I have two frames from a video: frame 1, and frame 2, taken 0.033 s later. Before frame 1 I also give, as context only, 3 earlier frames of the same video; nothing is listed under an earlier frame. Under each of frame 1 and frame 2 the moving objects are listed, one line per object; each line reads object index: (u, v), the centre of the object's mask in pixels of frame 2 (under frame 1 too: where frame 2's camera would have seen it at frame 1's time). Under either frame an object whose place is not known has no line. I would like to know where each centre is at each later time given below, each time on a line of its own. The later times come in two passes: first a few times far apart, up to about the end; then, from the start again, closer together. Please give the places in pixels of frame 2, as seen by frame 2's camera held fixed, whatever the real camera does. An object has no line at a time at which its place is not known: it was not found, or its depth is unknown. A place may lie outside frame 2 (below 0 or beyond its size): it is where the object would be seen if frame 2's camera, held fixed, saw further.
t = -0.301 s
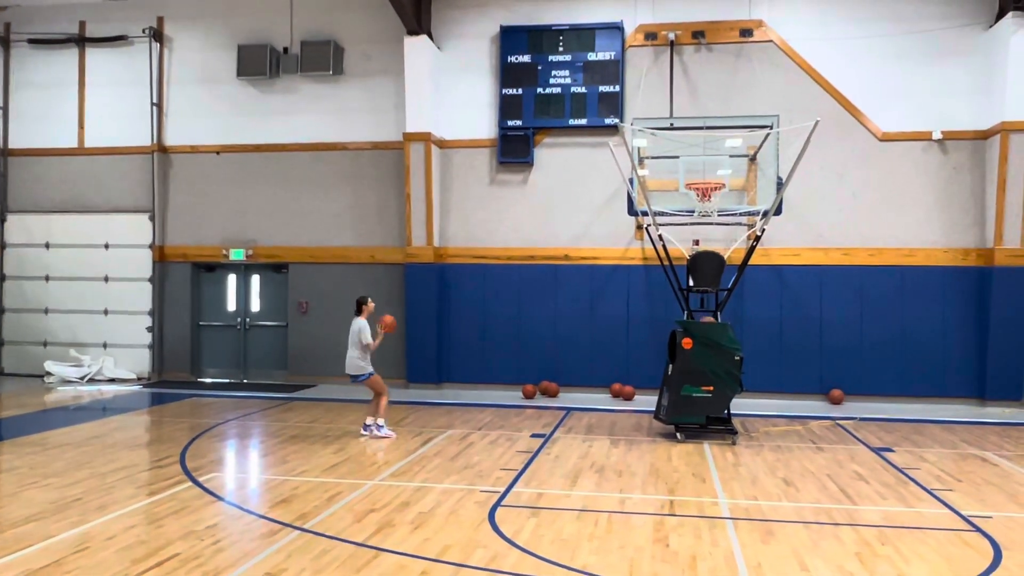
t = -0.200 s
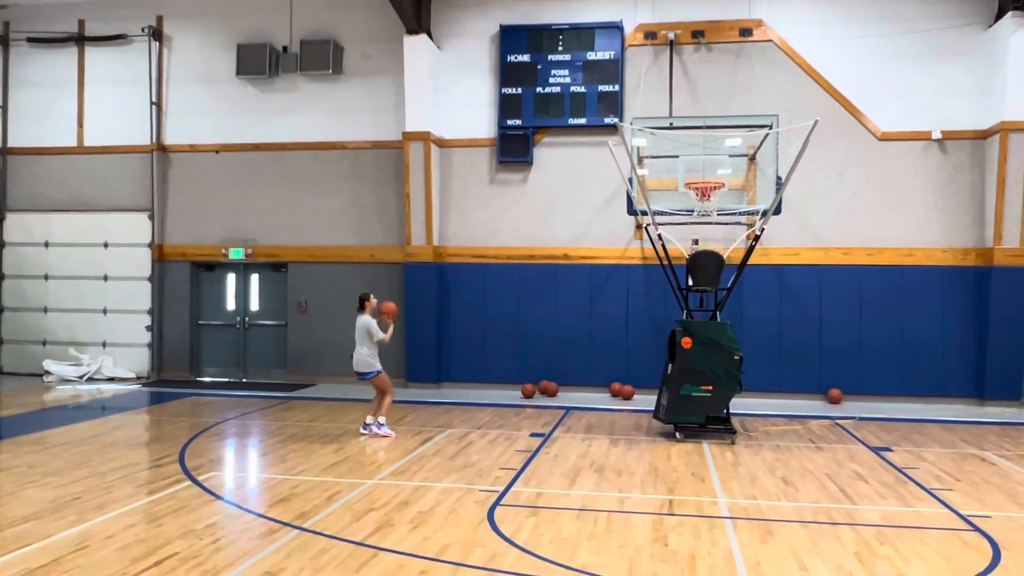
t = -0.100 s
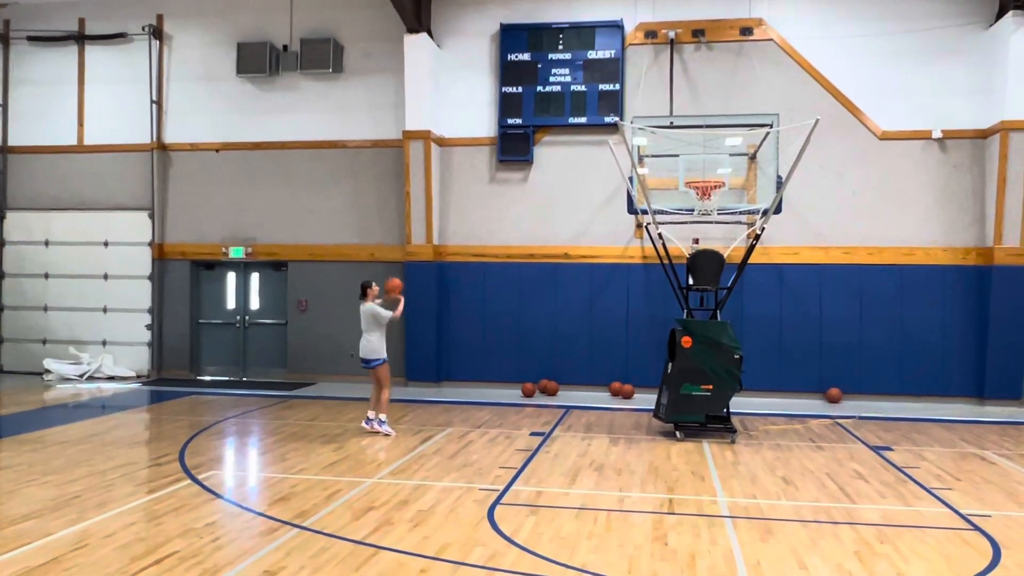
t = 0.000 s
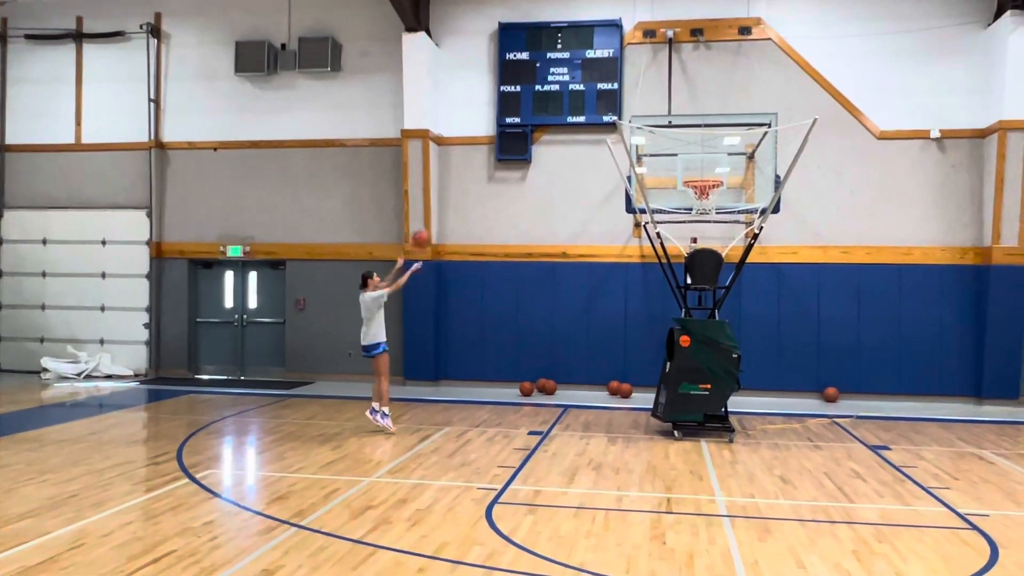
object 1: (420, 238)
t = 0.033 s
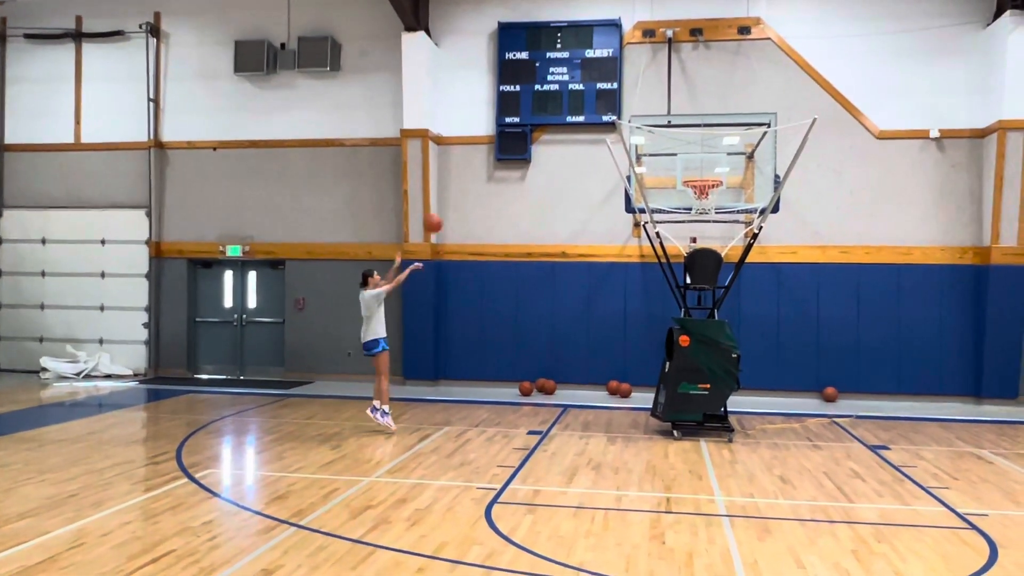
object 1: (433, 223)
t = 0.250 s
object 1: (509, 147)
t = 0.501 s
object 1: (592, 112)
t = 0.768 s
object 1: (675, 129)
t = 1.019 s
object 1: (752, 193)
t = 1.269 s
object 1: (742, 217)
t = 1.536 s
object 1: (682, 226)
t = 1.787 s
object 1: (675, 197)
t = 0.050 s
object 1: (439, 215)
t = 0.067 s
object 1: (444, 209)
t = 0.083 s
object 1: (450, 203)
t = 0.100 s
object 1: (456, 195)
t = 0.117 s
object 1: (462, 189)
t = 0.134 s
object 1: (468, 183)
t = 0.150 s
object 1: (474, 177)
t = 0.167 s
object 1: (480, 172)
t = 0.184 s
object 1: (485, 166)
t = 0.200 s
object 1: (491, 161)
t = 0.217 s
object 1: (496, 156)
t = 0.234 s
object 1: (503, 152)
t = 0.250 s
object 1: (509, 147)
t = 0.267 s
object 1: (514, 144)
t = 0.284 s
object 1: (520, 139)
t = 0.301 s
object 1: (526, 136)
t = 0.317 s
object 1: (530, 133)
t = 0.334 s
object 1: (536, 131)
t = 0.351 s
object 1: (543, 127)
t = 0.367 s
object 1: (548, 124)
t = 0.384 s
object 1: (553, 122)
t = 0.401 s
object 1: (559, 119)
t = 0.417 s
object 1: (564, 117)
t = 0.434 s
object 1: (570, 116)
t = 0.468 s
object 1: (581, 114)
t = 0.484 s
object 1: (586, 112)
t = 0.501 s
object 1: (592, 112)
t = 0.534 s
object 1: (602, 111)
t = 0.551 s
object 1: (608, 110)
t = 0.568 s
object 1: (613, 111)
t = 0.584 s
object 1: (618, 110)
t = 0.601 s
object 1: (624, 111)
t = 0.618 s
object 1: (629, 113)
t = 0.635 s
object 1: (634, 113)
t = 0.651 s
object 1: (639, 114)
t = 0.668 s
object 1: (644, 116)
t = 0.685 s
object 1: (649, 117)
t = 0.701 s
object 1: (654, 119)
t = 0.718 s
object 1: (660, 120)
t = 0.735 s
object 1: (665, 122)
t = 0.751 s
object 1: (671, 126)
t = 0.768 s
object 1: (675, 129)
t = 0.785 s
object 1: (681, 131)
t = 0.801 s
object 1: (686, 135)
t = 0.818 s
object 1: (691, 139)
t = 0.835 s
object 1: (696, 142)
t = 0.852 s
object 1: (701, 146)
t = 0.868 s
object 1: (706, 149)
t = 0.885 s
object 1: (710, 153)
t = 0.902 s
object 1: (716, 157)
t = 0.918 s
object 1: (721, 163)
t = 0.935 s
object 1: (726, 167)
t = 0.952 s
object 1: (731, 172)
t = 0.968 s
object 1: (736, 177)
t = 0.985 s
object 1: (740, 183)
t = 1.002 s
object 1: (745, 189)
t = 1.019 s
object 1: (752, 193)
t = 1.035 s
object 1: (755, 200)
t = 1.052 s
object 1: (759, 206)
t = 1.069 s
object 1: (764, 212)
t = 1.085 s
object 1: (769, 217)
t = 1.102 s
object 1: (770, 221)
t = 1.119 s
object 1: (770, 222)
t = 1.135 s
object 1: (769, 223)
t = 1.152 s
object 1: (768, 224)
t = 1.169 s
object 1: (763, 222)
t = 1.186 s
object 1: (758, 221)
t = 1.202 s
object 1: (754, 220)
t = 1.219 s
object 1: (752, 218)
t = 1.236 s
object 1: (748, 218)
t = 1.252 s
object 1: (744, 217)
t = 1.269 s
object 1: (742, 217)
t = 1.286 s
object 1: (737, 216)
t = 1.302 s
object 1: (733, 215)
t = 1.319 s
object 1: (730, 216)
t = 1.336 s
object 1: (725, 215)
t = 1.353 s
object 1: (721, 215)
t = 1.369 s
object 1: (717, 216)
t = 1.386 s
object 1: (713, 217)
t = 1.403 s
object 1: (709, 218)
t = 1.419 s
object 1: (705, 219)
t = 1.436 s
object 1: (701, 220)
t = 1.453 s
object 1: (696, 222)
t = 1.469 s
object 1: (693, 224)
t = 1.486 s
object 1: (690, 224)
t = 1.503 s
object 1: (686, 226)
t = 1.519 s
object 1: (684, 225)
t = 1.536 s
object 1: (682, 226)
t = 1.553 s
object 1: (680, 223)
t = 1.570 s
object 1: (680, 222)
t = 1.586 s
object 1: (679, 220)
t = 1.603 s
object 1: (679, 217)
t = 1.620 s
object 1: (678, 214)
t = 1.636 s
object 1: (678, 212)
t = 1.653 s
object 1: (678, 209)
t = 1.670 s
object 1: (677, 207)
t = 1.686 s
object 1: (677, 204)
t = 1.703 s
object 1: (677, 203)
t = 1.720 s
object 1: (676, 201)
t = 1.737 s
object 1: (676, 199)
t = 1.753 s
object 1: (676, 198)
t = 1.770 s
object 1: (676, 198)
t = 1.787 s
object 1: (675, 197)
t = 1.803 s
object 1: (675, 197)
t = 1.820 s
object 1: (675, 197)
